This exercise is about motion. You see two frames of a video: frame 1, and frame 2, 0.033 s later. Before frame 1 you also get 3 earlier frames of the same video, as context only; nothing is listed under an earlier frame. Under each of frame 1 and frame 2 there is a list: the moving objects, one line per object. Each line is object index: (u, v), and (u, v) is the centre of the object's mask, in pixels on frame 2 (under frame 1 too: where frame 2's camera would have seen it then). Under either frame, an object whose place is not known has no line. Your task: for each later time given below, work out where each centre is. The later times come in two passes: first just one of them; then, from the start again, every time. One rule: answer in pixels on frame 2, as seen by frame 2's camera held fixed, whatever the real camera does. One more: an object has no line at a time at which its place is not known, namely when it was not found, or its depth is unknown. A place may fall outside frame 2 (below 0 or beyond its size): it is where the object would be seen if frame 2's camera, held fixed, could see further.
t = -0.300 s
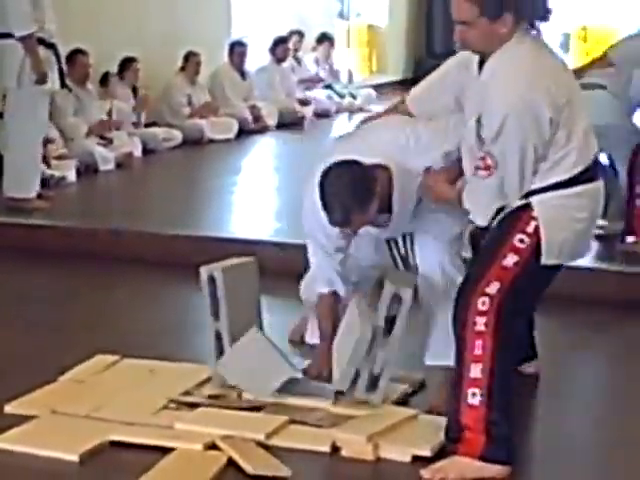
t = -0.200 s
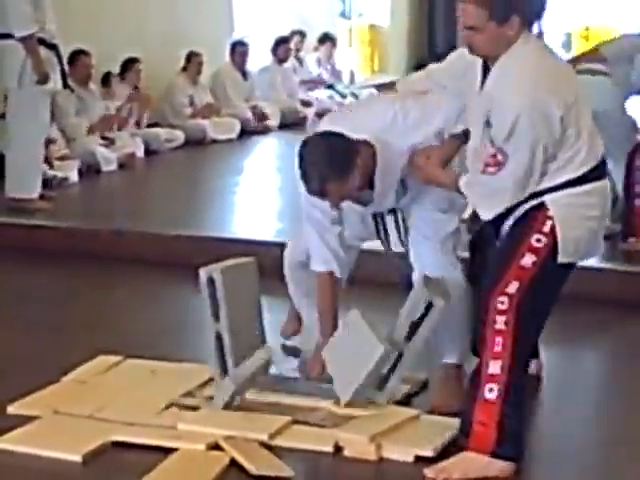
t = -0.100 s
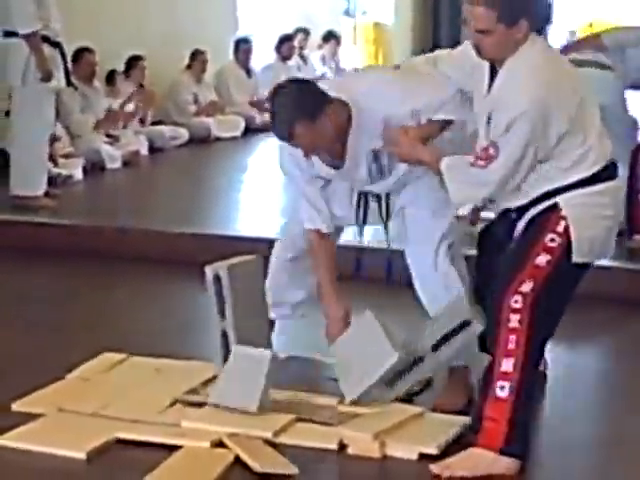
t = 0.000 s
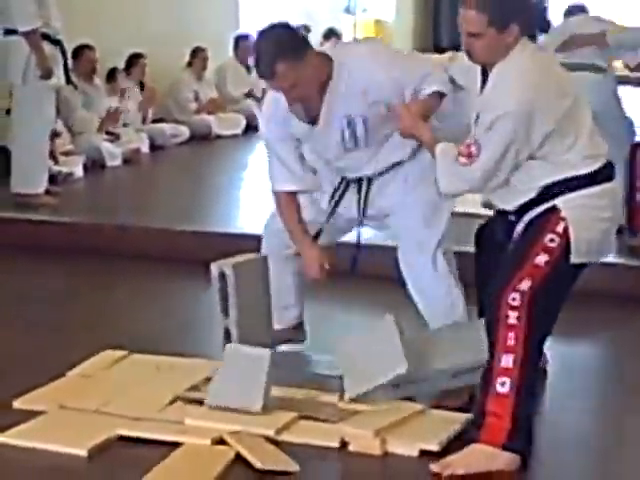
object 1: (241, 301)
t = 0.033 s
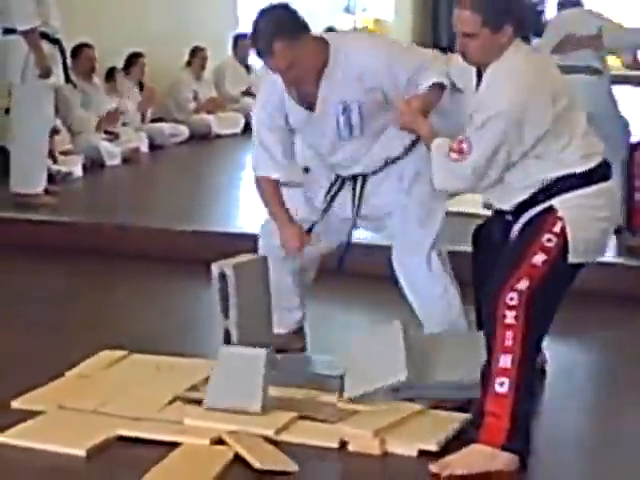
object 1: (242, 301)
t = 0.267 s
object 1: (253, 308)
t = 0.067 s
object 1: (244, 302)
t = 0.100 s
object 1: (246, 302)
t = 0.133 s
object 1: (249, 304)
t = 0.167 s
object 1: (251, 304)
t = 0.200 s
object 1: (253, 306)
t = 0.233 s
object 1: (253, 307)
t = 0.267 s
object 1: (253, 308)
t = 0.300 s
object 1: (252, 310)
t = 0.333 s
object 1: (251, 312)
